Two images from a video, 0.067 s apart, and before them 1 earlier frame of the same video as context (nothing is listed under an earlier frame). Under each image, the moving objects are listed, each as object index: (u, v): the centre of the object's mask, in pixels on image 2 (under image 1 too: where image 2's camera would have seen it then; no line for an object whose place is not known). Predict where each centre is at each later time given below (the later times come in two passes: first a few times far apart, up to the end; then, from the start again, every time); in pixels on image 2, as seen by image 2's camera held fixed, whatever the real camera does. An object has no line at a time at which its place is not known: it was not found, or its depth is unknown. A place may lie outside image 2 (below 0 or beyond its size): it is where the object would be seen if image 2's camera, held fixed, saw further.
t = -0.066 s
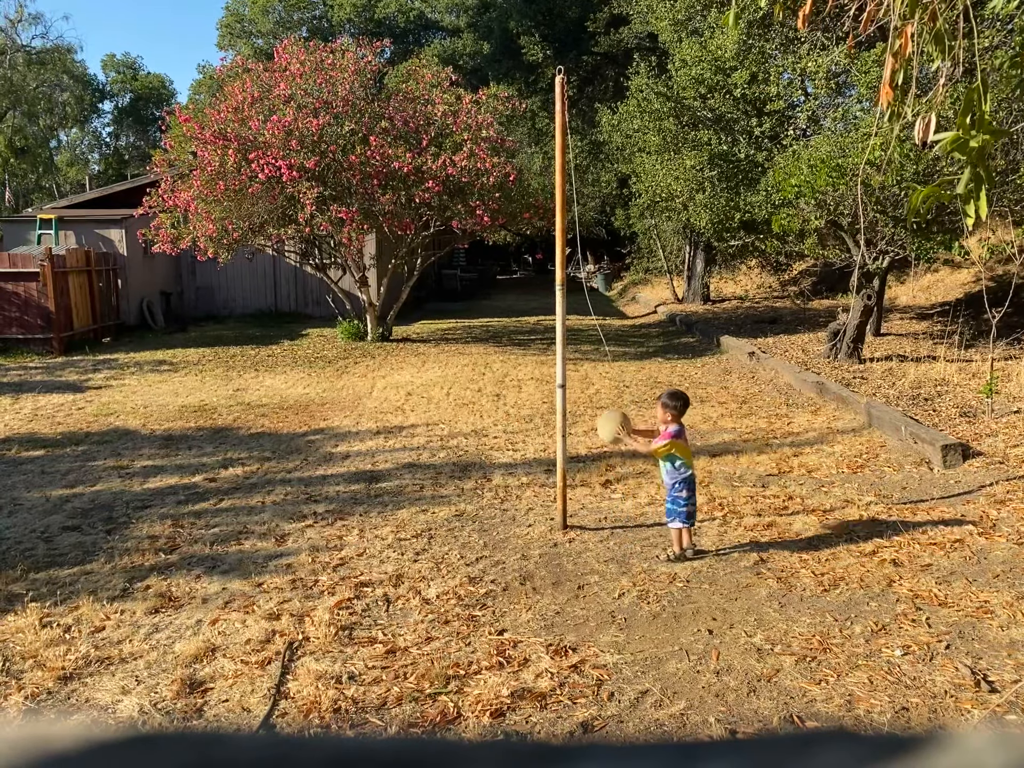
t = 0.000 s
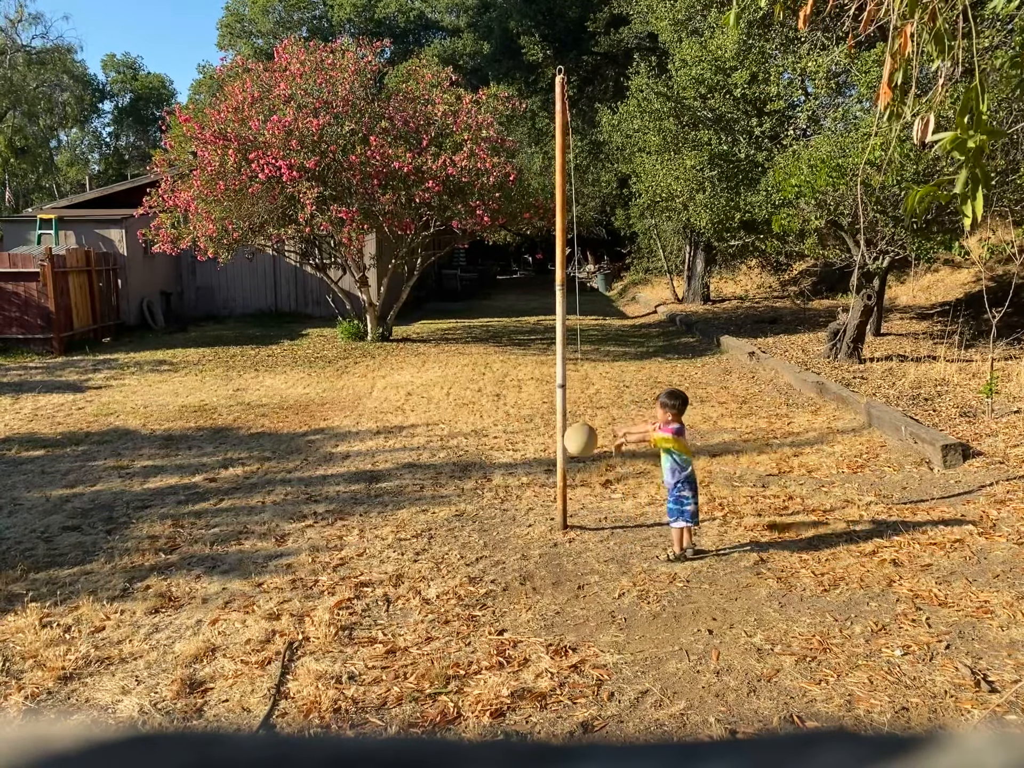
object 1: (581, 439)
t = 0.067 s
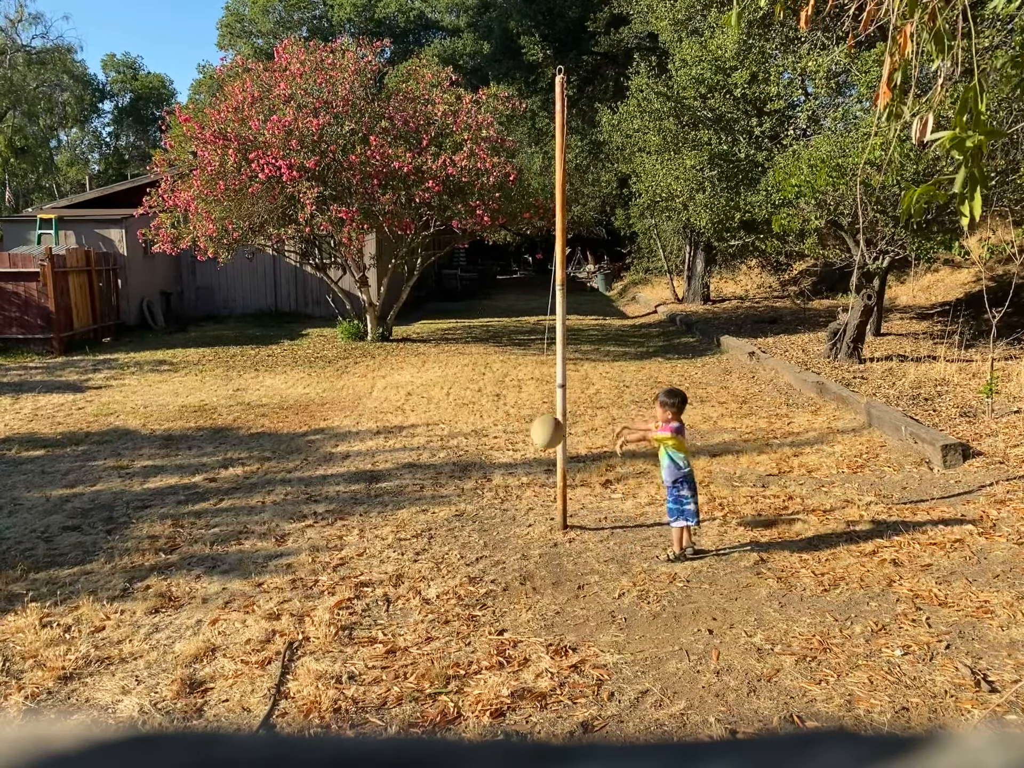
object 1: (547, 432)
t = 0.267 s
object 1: (460, 413)
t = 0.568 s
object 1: (389, 365)
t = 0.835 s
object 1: (383, 351)
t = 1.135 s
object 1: (432, 380)
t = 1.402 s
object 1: (518, 417)
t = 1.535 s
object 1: (576, 424)
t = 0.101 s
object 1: (531, 429)
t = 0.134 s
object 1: (515, 426)
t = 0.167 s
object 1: (500, 425)
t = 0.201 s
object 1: (485, 424)
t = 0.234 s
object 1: (472, 419)
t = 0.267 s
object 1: (460, 413)
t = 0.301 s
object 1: (449, 408)
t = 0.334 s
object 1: (438, 403)
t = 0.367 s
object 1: (429, 396)
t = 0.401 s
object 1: (420, 390)
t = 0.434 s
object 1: (412, 385)
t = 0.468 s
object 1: (404, 380)
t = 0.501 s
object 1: (398, 376)
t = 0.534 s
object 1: (393, 370)
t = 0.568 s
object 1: (389, 365)
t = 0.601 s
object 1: (386, 361)
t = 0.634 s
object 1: (383, 357)
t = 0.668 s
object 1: (381, 354)
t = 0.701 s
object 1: (381, 352)
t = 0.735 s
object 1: (380, 351)
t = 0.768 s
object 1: (381, 351)
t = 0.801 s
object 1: (382, 351)
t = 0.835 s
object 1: (383, 351)
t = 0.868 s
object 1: (386, 352)
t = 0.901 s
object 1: (390, 354)
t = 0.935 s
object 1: (394, 356)
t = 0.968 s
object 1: (399, 359)
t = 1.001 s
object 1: (404, 362)
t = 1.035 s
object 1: (410, 366)
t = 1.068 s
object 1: (416, 370)
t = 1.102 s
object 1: (424, 375)
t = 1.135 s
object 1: (432, 380)
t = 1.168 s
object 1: (440, 385)
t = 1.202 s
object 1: (450, 390)
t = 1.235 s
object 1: (460, 395)
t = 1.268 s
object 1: (470, 399)
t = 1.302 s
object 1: (482, 404)
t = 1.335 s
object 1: (493, 409)
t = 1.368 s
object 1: (506, 413)
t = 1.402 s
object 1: (518, 417)
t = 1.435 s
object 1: (531, 419)
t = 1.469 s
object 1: (543, 422)
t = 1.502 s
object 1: (550, 423)
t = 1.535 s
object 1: (576, 424)
